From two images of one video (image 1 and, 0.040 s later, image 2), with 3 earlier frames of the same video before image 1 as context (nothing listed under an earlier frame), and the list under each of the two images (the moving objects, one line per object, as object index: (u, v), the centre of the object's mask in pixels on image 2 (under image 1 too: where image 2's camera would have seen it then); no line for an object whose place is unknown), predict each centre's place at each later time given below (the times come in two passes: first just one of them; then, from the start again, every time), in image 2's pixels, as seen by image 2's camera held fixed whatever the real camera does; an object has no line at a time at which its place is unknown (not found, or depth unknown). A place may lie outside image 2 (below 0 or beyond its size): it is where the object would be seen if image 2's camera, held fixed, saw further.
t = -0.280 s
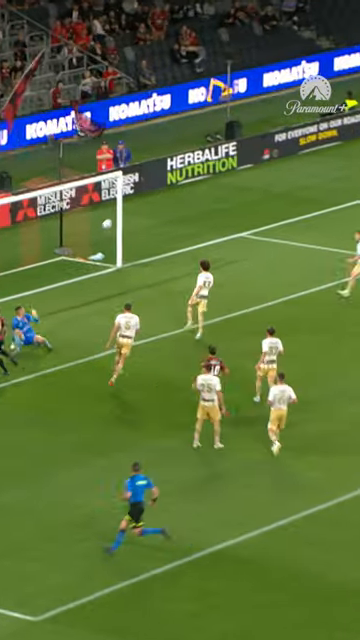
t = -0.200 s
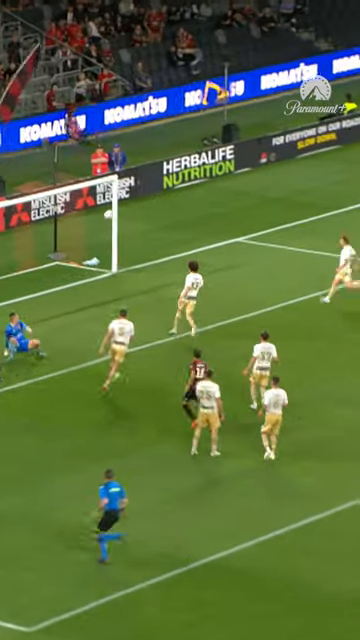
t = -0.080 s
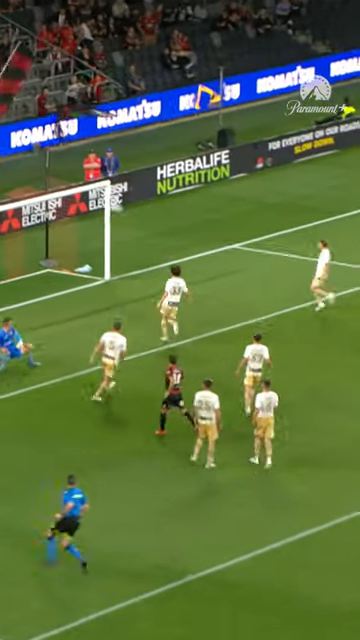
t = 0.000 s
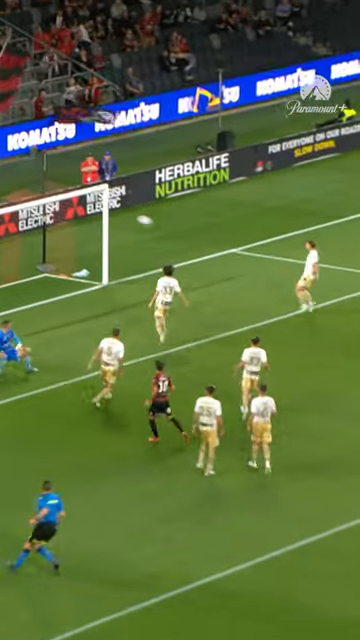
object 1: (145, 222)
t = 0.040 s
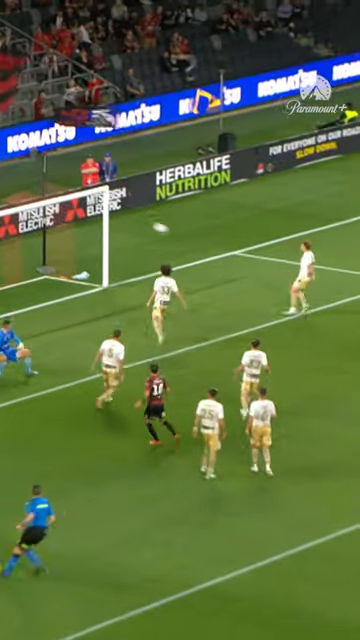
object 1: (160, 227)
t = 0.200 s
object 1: (225, 256)
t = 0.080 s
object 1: (176, 233)
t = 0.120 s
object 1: (192, 241)
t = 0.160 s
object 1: (207, 248)
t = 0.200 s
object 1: (225, 256)
